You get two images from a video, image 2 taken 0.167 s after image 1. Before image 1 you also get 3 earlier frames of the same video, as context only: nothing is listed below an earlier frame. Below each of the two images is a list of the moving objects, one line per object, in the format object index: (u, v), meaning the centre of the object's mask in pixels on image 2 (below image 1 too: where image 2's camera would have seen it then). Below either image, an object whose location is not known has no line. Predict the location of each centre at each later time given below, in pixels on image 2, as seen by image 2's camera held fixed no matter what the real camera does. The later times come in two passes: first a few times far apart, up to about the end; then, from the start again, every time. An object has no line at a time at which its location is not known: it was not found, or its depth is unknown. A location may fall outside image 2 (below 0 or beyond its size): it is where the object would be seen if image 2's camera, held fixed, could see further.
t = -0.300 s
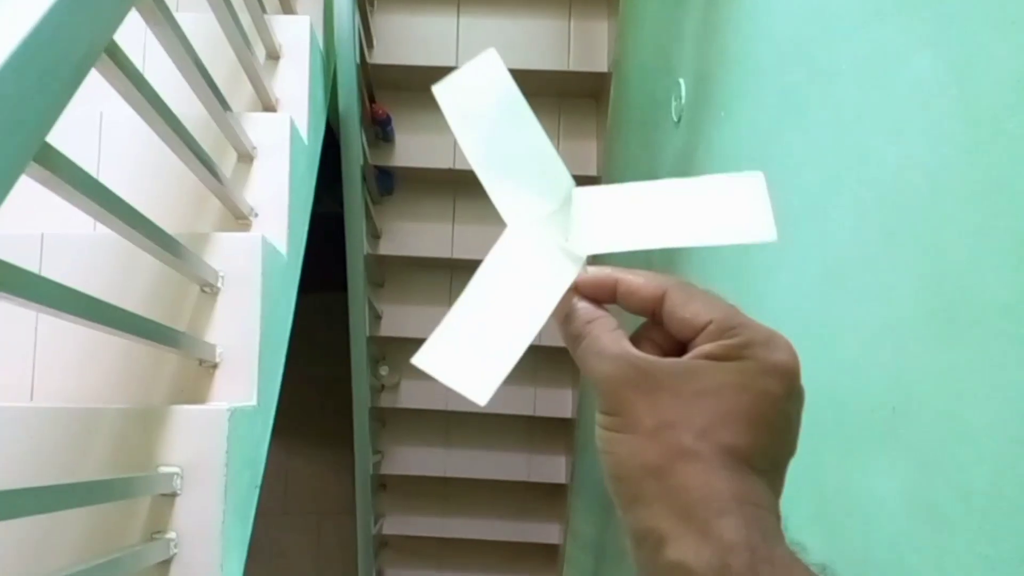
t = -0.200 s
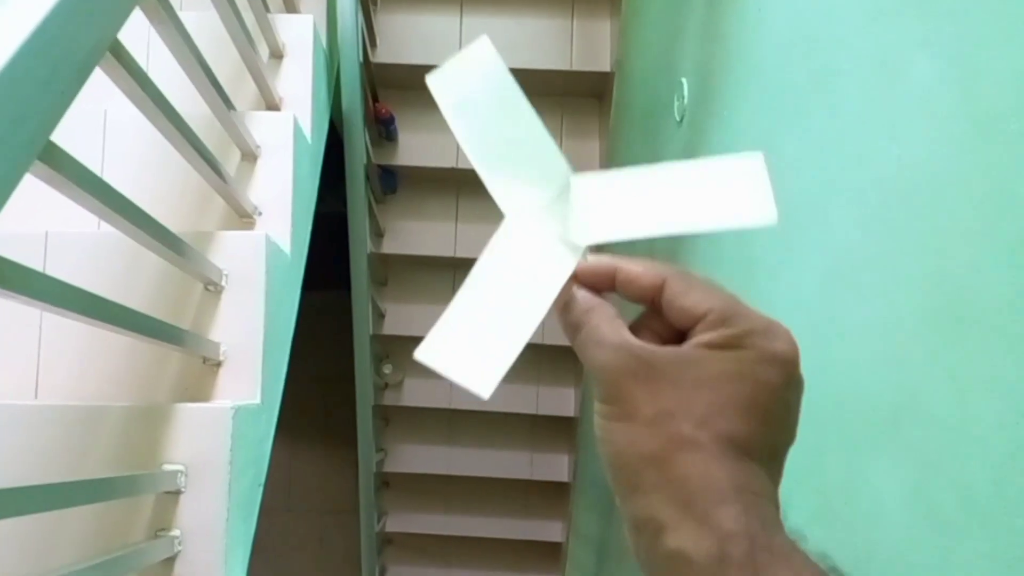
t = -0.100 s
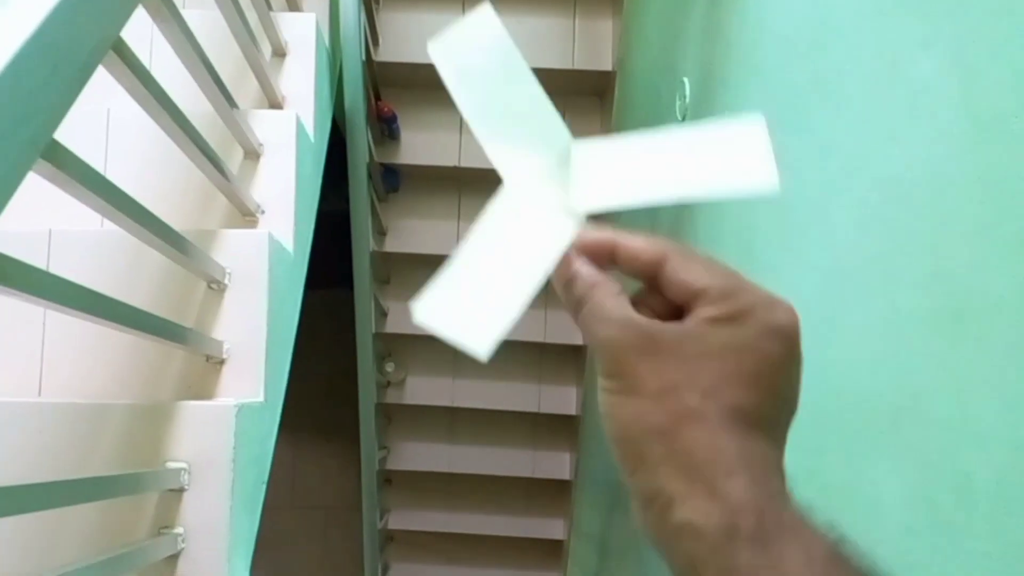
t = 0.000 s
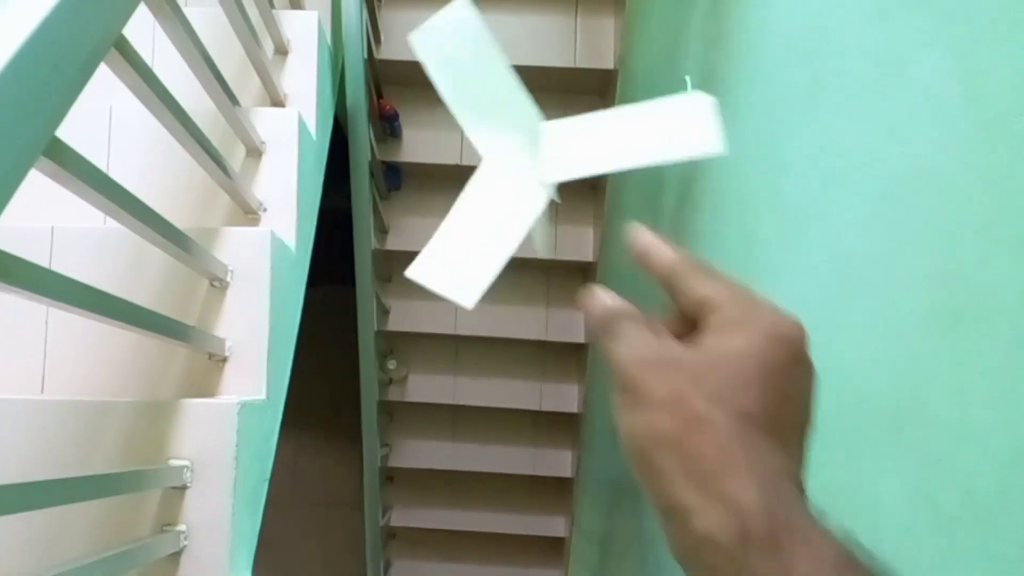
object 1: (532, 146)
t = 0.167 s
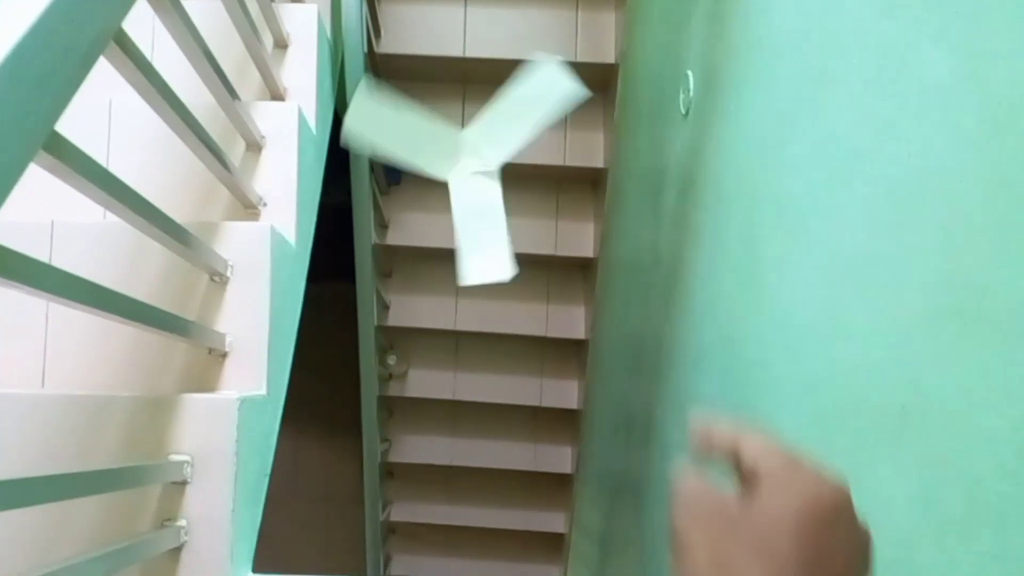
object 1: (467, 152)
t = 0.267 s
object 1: (451, 182)
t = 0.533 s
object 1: (513, 291)
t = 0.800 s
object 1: (547, 322)
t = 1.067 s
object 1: (513, 342)
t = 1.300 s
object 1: (479, 340)
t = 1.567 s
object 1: (480, 321)
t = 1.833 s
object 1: (519, 318)
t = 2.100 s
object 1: (553, 350)
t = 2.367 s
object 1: (546, 395)
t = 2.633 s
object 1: (512, 429)
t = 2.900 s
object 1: (504, 450)
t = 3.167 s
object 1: (498, 461)
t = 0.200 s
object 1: (458, 162)
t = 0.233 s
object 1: (454, 171)
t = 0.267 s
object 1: (451, 182)
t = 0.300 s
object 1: (450, 198)
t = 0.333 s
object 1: (454, 213)
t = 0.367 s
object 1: (461, 228)
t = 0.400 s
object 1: (467, 247)
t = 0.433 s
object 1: (480, 262)
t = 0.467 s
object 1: (493, 273)
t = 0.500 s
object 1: (504, 282)
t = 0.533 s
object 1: (513, 291)
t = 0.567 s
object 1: (525, 297)
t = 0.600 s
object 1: (532, 302)
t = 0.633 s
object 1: (537, 306)
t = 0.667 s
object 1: (542, 309)
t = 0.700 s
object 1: (545, 313)
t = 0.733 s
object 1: (547, 317)
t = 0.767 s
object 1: (548, 320)
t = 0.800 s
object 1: (547, 322)
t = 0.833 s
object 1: (545, 324)
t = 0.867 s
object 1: (540, 328)
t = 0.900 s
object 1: (535, 332)
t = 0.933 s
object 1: (532, 336)
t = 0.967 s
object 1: (528, 340)
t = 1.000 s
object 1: (525, 341)
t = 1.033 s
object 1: (520, 342)
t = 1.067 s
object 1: (513, 342)
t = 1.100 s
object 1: (507, 343)
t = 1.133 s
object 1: (503, 345)
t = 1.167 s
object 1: (499, 345)
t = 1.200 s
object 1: (495, 343)
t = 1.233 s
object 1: (490, 340)
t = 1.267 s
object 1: (483, 340)
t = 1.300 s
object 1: (479, 340)
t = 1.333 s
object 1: (479, 339)
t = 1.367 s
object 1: (478, 336)
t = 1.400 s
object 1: (475, 332)
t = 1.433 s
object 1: (473, 331)
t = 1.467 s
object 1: (473, 331)
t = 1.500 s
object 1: (476, 328)
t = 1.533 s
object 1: (479, 324)
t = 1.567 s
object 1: (480, 321)
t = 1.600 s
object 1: (481, 320)
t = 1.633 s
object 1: (486, 321)
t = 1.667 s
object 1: (491, 319)
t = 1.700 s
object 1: (496, 315)
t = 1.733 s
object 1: (500, 315)
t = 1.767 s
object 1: (504, 317)
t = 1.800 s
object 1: (511, 319)
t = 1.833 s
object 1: (519, 318)
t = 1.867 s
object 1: (523, 319)
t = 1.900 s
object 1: (526, 321)
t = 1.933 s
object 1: (533, 327)
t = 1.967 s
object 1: (539, 330)
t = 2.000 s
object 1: (542, 332)
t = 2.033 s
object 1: (545, 337)
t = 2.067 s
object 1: (548, 344)
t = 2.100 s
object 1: (553, 350)
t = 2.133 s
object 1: (556, 354)
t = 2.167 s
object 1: (555, 358)
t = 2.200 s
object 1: (555, 364)
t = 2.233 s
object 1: (556, 373)
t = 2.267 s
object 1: (556, 378)
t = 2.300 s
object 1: (554, 382)
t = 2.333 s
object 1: (549, 388)
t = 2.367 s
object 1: (546, 395)
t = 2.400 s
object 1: (542, 401)
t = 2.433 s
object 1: (536, 403)
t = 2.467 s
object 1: (528, 408)
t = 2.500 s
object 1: (522, 413)
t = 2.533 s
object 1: (520, 417)
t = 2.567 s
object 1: (517, 422)
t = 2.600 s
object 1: (515, 426)
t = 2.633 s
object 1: (512, 429)
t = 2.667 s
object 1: (508, 435)
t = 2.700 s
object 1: (508, 438)
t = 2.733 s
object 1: (507, 440)
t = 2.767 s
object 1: (506, 443)
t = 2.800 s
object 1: (505, 446)
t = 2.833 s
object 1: (505, 448)
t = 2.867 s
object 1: (504, 449)
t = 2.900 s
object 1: (504, 450)
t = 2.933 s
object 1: (503, 452)
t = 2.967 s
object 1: (503, 454)
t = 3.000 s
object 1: (504, 454)
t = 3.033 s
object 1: (503, 455)
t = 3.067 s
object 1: (501, 459)
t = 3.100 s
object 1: (500, 460)
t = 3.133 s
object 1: (499, 461)
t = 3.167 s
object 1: (498, 461)
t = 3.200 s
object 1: (498, 462)
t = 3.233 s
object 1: (499, 462)
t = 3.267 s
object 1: (500, 463)
